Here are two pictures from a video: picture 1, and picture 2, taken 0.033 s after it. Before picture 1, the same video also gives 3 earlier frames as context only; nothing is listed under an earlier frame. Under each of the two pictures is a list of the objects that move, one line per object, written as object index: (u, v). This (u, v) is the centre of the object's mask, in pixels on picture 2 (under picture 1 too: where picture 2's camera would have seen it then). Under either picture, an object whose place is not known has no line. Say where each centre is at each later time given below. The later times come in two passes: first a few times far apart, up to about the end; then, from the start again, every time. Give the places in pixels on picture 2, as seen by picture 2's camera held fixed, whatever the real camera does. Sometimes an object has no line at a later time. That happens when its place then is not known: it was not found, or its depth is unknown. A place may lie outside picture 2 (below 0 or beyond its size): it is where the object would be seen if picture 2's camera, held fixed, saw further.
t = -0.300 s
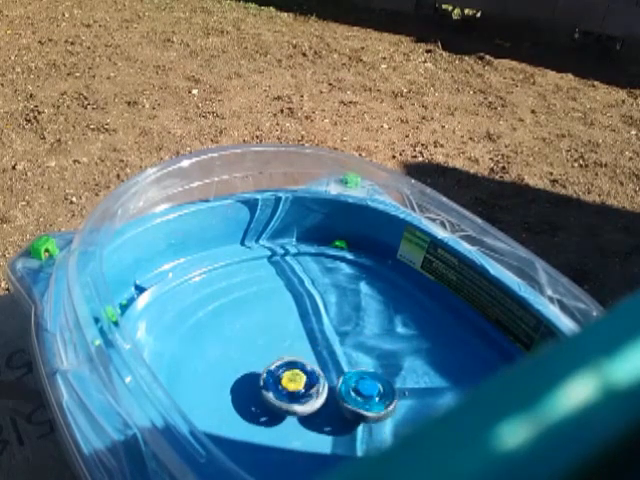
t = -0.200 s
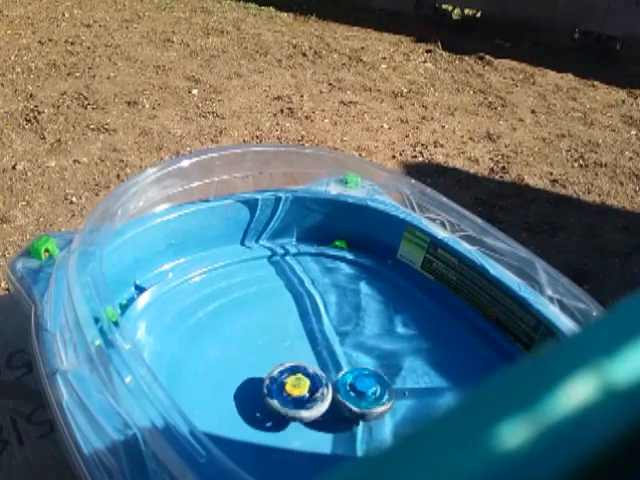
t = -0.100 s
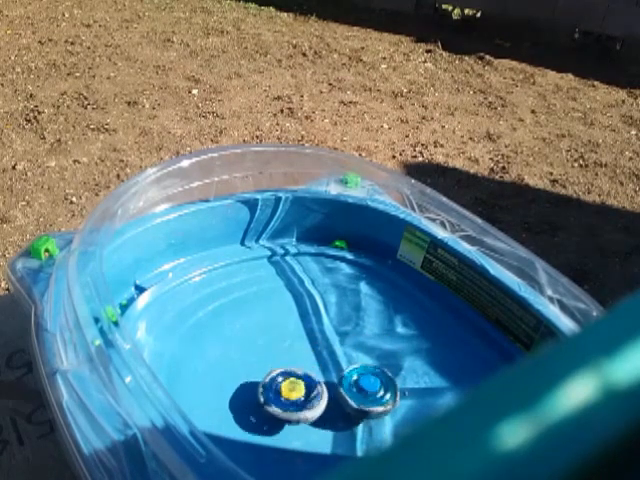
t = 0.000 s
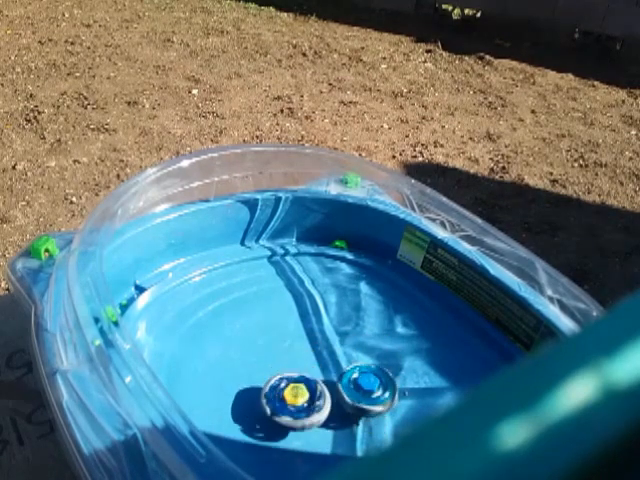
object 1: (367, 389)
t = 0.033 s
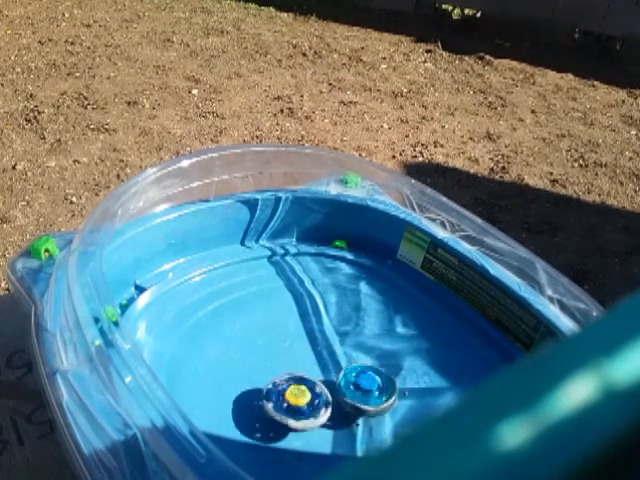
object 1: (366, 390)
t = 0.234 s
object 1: (361, 389)
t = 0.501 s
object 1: (362, 388)
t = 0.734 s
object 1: (358, 387)
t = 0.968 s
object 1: (358, 389)
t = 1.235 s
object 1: (360, 386)
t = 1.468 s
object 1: (363, 382)
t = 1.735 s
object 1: (363, 376)
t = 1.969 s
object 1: (359, 373)
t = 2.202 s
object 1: (353, 365)
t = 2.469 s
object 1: (343, 376)
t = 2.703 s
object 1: (343, 377)
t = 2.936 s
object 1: (338, 371)
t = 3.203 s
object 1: (333, 377)
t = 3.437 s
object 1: (329, 376)
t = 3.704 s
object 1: (325, 381)
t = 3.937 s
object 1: (328, 390)
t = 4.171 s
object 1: (336, 396)
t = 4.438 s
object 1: (337, 401)
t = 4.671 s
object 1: (329, 406)
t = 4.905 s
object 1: (328, 409)
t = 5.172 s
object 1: (335, 404)
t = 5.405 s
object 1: (328, 405)
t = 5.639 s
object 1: (331, 398)
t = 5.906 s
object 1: (329, 404)
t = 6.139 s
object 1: (333, 414)
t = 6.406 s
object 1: (346, 416)
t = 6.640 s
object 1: (356, 418)
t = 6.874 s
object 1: (362, 413)
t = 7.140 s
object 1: (368, 412)
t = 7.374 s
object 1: (364, 407)
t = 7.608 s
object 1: (366, 407)
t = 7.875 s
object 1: (362, 410)
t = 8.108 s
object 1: (358, 412)
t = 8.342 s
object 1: (360, 419)
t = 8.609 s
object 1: (365, 423)
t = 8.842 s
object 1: (363, 418)
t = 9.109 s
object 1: (362, 410)
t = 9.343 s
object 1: (370, 408)
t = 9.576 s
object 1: (372, 403)
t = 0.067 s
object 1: (365, 389)
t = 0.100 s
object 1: (364, 388)
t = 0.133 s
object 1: (363, 389)
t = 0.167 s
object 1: (362, 388)
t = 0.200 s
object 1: (361, 389)
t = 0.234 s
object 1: (361, 389)
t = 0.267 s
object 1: (361, 388)
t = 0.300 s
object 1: (361, 389)
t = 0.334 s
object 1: (360, 389)
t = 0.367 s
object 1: (360, 388)
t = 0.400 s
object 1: (361, 389)
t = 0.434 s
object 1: (360, 389)
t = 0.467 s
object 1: (360, 388)
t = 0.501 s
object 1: (362, 388)
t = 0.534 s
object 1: (361, 387)
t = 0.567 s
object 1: (361, 387)
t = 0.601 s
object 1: (361, 386)
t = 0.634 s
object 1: (360, 386)
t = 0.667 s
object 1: (359, 386)
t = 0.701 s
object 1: (358, 386)
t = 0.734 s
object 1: (358, 387)
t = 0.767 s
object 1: (356, 387)
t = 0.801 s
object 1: (356, 388)
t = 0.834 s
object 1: (356, 389)
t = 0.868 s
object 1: (356, 389)
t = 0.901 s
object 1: (356, 389)
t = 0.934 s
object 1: (357, 389)
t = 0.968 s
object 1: (358, 389)
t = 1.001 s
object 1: (360, 389)
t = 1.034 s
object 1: (362, 389)
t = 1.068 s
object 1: (361, 388)
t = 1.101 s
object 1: (363, 386)
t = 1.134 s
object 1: (361, 387)
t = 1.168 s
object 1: (362, 386)
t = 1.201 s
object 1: (361, 385)
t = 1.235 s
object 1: (360, 386)
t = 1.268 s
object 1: (360, 386)
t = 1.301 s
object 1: (360, 384)
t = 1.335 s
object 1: (363, 383)
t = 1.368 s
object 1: (363, 382)
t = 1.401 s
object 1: (363, 383)
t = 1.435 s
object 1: (363, 383)
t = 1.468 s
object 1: (363, 382)
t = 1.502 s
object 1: (364, 381)
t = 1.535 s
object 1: (363, 380)
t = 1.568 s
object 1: (364, 380)
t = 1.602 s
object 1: (363, 380)
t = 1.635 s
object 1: (364, 379)
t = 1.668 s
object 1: (365, 377)
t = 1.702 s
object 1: (364, 376)
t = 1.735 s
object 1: (363, 376)
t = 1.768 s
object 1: (363, 375)
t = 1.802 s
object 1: (360, 376)
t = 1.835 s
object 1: (360, 376)
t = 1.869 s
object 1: (358, 376)
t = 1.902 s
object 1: (358, 376)
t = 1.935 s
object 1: (358, 376)
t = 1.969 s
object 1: (359, 373)
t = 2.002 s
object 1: (361, 368)
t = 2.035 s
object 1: (361, 366)
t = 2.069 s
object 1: (360, 364)
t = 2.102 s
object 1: (358, 364)
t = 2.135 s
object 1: (356, 364)
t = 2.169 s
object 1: (355, 364)
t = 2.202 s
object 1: (353, 365)
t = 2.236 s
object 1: (351, 365)
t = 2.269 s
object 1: (350, 367)
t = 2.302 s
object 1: (348, 368)
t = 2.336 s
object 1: (347, 370)
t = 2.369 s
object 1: (345, 372)
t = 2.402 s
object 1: (344, 374)
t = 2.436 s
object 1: (344, 375)
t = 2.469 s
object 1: (343, 376)
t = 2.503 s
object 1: (344, 377)
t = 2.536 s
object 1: (343, 376)
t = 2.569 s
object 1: (344, 376)
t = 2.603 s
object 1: (344, 377)
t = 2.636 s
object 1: (344, 376)
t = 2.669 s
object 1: (343, 376)
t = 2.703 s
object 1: (343, 377)
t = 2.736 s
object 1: (343, 377)
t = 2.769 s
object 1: (343, 377)
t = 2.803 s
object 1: (342, 378)
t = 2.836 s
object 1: (342, 380)
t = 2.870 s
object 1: (340, 376)
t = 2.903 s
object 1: (339, 372)
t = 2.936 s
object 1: (338, 371)
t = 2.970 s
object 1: (336, 371)
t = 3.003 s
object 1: (336, 372)
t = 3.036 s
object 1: (335, 372)
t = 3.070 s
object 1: (334, 373)
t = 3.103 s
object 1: (333, 374)
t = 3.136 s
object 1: (333, 375)
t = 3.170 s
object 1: (333, 376)
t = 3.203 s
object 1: (333, 377)
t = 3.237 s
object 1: (333, 379)
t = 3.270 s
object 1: (333, 380)
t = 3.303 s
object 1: (333, 382)
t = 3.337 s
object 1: (334, 383)
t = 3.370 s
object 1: (334, 384)
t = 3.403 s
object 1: (332, 379)
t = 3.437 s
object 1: (329, 376)
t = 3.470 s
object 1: (328, 375)
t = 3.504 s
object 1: (328, 375)
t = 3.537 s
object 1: (327, 376)
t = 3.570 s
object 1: (327, 376)
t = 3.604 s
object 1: (326, 378)
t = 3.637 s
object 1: (326, 379)
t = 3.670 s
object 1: (326, 381)
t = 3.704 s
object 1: (325, 381)
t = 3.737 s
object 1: (325, 383)
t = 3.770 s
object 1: (326, 385)
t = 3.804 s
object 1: (327, 386)
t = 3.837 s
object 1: (328, 388)
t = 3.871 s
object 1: (330, 389)
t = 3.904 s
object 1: (328, 389)
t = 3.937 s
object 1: (328, 390)
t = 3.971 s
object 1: (329, 391)
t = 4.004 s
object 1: (330, 392)
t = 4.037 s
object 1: (331, 393)
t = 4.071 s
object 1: (332, 394)
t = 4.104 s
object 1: (333, 395)
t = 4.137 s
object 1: (335, 395)
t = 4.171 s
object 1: (336, 396)
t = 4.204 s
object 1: (338, 397)
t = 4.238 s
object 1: (338, 398)
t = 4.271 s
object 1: (338, 397)
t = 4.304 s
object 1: (338, 398)
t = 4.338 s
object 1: (338, 399)
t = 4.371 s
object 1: (337, 400)
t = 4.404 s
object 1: (337, 400)
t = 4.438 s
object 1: (337, 401)
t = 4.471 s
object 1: (338, 401)
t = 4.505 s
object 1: (338, 402)
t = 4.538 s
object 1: (338, 403)
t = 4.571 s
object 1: (339, 402)
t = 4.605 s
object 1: (335, 403)
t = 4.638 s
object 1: (331, 404)
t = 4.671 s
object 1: (329, 406)
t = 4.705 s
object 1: (329, 405)
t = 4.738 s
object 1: (329, 406)
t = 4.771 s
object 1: (329, 407)
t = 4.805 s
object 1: (329, 407)
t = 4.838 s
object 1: (329, 408)
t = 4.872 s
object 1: (328, 409)
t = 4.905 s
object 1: (328, 409)
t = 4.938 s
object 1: (329, 409)
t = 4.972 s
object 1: (330, 408)
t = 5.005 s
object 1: (331, 407)
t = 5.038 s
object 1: (332, 407)
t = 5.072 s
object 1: (333, 407)
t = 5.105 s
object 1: (334, 406)
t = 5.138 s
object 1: (334, 405)
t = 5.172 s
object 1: (335, 404)
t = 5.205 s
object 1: (335, 404)
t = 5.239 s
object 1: (332, 405)
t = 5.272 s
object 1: (330, 406)
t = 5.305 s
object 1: (330, 406)
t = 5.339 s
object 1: (329, 406)
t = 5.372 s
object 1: (328, 406)
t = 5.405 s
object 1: (328, 405)
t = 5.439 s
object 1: (328, 404)
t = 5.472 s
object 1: (328, 403)
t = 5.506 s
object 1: (329, 402)
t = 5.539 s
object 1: (329, 401)
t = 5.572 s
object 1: (330, 400)
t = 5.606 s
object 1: (330, 399)
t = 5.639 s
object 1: (331, 398)
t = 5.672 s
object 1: (332, 397)
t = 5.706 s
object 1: (333, 396)
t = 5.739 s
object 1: (332, 398)
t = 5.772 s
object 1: (327, 401)
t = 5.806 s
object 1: (327, 402)
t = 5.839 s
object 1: (327, 403)
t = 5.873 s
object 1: (328, 403)
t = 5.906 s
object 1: (329, 404)
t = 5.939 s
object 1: (330, 404)
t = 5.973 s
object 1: (331, 404)
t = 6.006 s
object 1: (330, 409)
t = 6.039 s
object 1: (330, 410)
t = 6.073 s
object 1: (330, 412)
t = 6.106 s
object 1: (332, 413)
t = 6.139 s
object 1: (333, 414)
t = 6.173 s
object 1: (335, 415)
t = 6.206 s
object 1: (336, 416)
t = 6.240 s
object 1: (338, 417)
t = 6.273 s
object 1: (340, 417)
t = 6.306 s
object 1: (342, 416)
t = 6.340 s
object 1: (344, 416)
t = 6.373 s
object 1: (345, 417)
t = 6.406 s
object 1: (346, 416)
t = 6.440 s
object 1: (348, 414)
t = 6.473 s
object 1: (350, 415)
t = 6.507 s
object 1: (351, 415)
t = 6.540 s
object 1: (351, 418)
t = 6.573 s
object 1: (352, 419)
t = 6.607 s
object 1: (354, 419)
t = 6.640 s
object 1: (356, 418)
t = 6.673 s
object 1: (358, 418)
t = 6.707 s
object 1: (359, 418)
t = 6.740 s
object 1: (360, 418)
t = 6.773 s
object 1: (361, 417)
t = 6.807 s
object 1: (361, 416)
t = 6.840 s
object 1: (362, 415)
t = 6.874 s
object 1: (362, 413)
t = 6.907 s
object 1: (362, 412)
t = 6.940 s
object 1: (362, 411)
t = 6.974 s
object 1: (363, 411)
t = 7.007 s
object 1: (364, 411)
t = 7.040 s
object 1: (366, 412)
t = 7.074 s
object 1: (366, 413)
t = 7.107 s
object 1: (367, 413)
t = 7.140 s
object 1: (368, 412)
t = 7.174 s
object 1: (368, 411)
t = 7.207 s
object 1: (369, 410)
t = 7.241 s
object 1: (368, 408)
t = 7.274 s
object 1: (367, 407)
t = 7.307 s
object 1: (366, 406)
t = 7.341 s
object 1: (364, 406)
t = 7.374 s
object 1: (364, 407)
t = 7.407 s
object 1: (364, 407)
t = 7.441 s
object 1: (365, 407)
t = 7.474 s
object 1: (365, 407)
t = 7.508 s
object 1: (366, 408)
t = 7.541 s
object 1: (365, 408)
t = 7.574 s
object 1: (365, 407)
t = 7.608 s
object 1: (366, 407)
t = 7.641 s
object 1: (364, 406)
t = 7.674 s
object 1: (363, 406)
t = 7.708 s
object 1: (363, 407)
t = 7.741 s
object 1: (363, 407)
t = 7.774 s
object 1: (363, 407)
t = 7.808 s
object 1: (362, 408)
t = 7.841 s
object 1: (362, 410)
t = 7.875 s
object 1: (362, 410)
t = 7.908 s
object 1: (362, 411)
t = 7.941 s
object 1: (362, 411)
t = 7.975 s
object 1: (361, 411)
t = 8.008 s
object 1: (361, 412)
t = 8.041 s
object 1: (360, 412)
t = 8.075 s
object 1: (359, 412)
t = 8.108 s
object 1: (358, 412)
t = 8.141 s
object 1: (359, 415)
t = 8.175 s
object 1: (360, 416)
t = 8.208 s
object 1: (360, 417)
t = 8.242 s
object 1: (361, 417)
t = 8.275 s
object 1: (361, 418)
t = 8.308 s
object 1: (360, 418)
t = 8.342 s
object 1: (360, 419)
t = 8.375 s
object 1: (360, 418)
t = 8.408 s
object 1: (360, 418)
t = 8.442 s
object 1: (360, 419)
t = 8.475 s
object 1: (361, 422)
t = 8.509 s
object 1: (362, 423)
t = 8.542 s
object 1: (363, 423)
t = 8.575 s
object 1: (364, 423)
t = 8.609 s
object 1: (365, 423)
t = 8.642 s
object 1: (364, 422)
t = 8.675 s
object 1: (364, 422)
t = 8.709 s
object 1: (365, 421)
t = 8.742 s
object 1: (365, 419)
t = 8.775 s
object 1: (365, 419)
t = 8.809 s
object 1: (364, 419)
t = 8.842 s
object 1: (363, 418)
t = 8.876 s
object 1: (363, 420)
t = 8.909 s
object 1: (362, 418)
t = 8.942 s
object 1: (362, 415)
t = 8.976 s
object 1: (361, 413)
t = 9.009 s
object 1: (360, 413)
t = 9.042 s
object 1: (361, 411)
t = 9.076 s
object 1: (361, 410)
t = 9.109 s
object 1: (362, 410)
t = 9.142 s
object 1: (363, 410)
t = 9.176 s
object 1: (365, 408)
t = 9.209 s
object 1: (364, 408)
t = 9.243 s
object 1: (369, 408)
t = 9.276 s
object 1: (368, 409)
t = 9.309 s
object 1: (370, 407)
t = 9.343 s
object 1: (370, 408)
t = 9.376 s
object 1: (371, 407)
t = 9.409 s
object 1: (373, 407)
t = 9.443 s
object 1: (372, 406)
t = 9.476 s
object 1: (372, 405)
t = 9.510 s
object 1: (372, 405)
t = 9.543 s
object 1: (372, 404)
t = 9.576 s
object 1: (372, 403)
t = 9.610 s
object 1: (373, 404)
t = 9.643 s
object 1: (374, 404)
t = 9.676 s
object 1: (374, 403)
